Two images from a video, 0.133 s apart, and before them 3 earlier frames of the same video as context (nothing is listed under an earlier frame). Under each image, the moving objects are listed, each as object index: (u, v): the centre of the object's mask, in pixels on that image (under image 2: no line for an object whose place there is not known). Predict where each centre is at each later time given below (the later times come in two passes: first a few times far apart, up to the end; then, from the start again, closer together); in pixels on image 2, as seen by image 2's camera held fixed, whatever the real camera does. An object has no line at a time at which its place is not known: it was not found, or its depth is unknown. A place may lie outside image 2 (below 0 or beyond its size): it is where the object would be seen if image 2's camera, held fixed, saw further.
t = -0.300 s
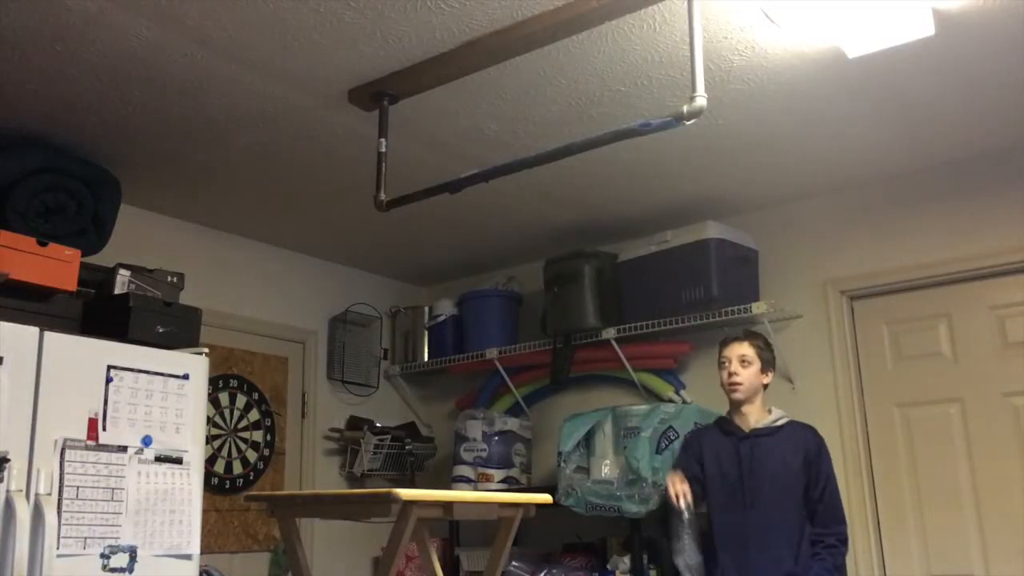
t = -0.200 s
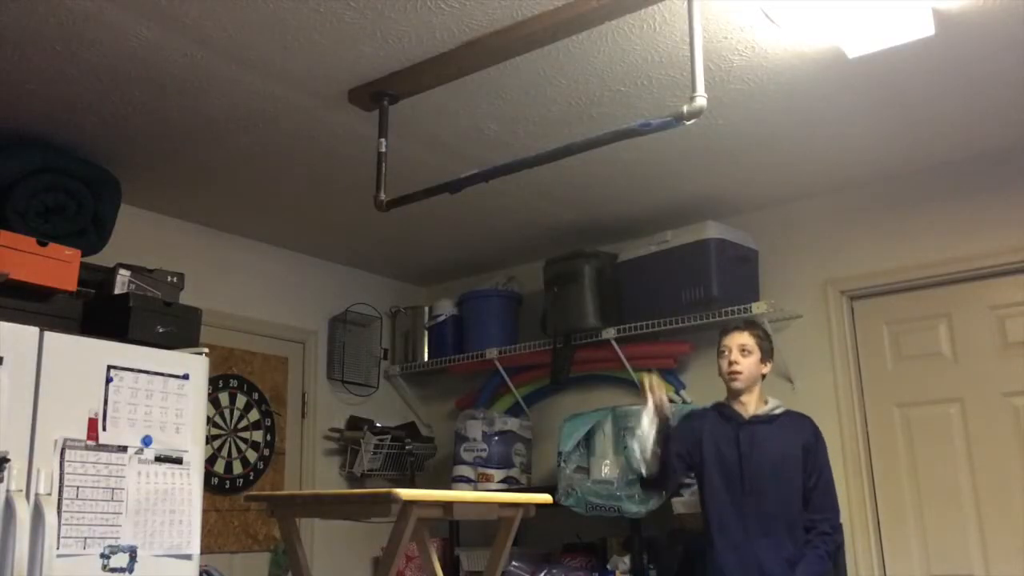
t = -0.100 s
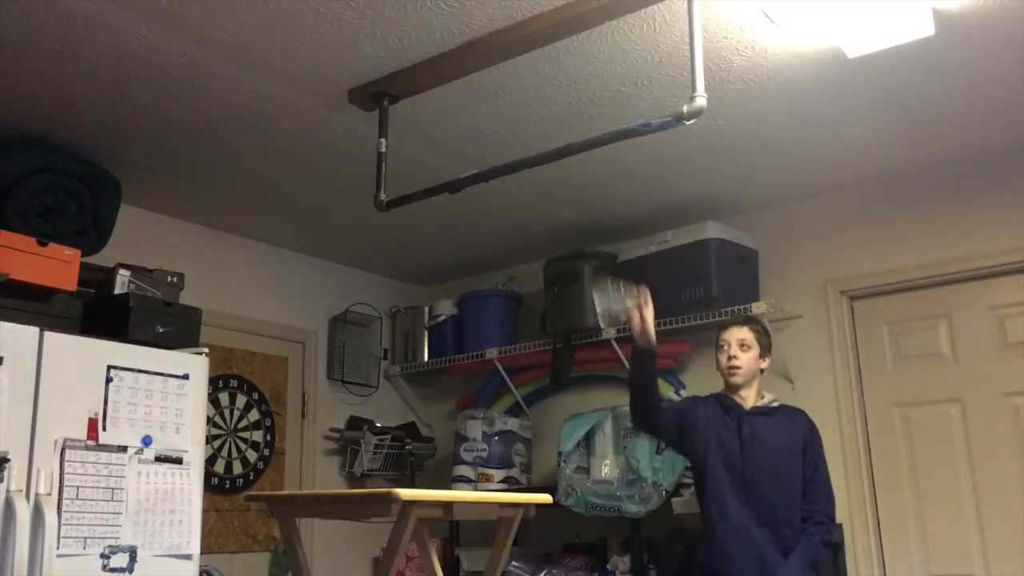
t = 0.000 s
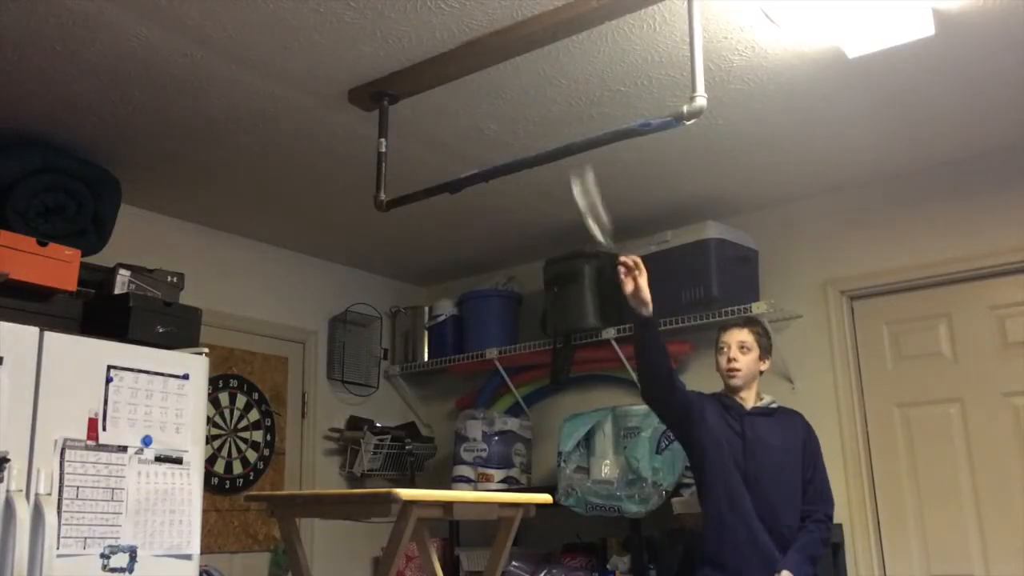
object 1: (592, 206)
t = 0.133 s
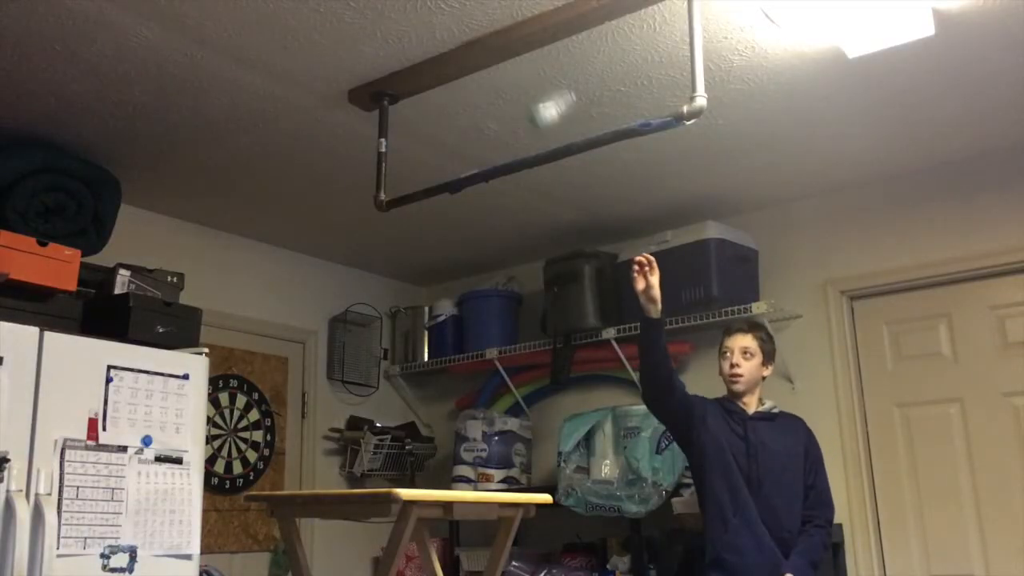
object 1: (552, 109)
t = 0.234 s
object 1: (531, 78)
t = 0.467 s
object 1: (491, 157)
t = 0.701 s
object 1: (445, 450)
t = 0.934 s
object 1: (429, 445)
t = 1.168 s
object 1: (443, 444)
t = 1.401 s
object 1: (447, 444)
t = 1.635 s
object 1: (447, 444)
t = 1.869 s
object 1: (447, 444)
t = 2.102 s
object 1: (447, 444)
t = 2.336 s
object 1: (447, 444)
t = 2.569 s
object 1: (447, 444)
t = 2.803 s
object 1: (447, 444)
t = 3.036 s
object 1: (447, 444)
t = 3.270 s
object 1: (447, 444)
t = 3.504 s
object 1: (447, 444)
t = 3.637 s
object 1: (447, 444)
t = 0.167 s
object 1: (544, 93)
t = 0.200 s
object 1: (537, 83)
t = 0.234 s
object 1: (531, 78)
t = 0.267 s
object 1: (527, 76)
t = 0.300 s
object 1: (521, 79)
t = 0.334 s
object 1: (515, 85)
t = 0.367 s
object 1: (509, 97)
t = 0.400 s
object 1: (503, 111)
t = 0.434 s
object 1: (497, 132)
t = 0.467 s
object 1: (491, 157)
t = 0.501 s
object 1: (484, 188)
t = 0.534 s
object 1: (479, 223)
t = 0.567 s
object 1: (472, 265)
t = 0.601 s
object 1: (466, 313)
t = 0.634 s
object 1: (459, 368)
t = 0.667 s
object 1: (451, 430)
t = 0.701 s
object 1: (445, 450)
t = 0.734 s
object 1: (441, 448)
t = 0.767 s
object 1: (440, 447)
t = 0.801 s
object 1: (438, 446)
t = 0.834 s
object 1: (435, 446)
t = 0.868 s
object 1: (432, 446)
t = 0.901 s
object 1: (430, 445)
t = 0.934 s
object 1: (429, 445)
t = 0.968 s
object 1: (429, 445)
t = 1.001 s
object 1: (430, 444)
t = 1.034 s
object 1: (432, 444)
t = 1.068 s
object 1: (435, 443)
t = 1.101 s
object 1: (439, 444)
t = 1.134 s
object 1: (441, 444)
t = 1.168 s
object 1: (443, 444)
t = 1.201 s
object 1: (444, 444)
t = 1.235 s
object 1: (446, 444)
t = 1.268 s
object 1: (447, 444)
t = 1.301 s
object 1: (447, 444)
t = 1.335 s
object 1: (447, 444)
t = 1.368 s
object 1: (447, 444)
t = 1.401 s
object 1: (447, 444)
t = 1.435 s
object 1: (447, 444)
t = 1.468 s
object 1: (447, 444)
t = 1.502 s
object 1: (447, 444)
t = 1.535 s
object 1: (447, 444)
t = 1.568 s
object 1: (447, 444)
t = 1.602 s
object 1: (447, 444)
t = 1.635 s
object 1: (447, 444)
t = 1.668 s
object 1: (447, 444)
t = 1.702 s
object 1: (447, 444)
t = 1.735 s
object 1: (447, 444)
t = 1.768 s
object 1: (447, 444)
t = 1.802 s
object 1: (447, 444)
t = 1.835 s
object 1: (447, 444)
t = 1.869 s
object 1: (447, 444)
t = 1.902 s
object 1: (447, 444)
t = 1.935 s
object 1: (447, 444)
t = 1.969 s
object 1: (447, 444)
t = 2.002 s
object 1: (447, 444)
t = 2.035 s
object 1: (447, 444)
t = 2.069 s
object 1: (447, 444)
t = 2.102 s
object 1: (447, 444)
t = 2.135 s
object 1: (447, 444)
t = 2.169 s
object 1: (447, 444)
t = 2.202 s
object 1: (447, 444)
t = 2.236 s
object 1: (447, 444)
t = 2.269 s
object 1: (447, 444)
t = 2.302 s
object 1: (447, 444)
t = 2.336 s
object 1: (447, 444)
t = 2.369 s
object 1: (447, 444)
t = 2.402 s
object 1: (447, 444)
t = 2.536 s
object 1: (447, 444)
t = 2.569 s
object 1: (447, 444)
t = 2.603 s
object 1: (447, 444)
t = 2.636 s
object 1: (447, 444)
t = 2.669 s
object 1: (447, 444)
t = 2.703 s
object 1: (447, 444)
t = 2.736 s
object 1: (447, 444)
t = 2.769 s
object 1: (447, 444)
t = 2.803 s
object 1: (447, 444)
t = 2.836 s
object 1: (447, 444)
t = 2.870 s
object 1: (447, 444)
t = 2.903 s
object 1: (447, 444)
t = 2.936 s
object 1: (447, 444)
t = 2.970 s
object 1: (447, 444)
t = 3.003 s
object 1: (447, 444)
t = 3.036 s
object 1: (447, 444)
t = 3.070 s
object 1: (447, 444)
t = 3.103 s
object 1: (447, 444)
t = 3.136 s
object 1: (447, 444)
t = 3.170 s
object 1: (447, 444)
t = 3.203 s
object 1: (447, 444)
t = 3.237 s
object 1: (447, 444)
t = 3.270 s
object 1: (447, 444)
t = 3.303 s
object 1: (447, 444)
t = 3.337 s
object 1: (447, 444)
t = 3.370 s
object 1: (447, 444)
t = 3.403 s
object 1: (447, 444)
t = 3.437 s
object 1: (447, 444)
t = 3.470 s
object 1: (447, 444)
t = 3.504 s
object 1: (447, 444)
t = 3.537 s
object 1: (447, 444)
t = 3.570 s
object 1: (447, 444)
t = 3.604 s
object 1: (447, 444)
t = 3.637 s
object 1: (447, 444)
